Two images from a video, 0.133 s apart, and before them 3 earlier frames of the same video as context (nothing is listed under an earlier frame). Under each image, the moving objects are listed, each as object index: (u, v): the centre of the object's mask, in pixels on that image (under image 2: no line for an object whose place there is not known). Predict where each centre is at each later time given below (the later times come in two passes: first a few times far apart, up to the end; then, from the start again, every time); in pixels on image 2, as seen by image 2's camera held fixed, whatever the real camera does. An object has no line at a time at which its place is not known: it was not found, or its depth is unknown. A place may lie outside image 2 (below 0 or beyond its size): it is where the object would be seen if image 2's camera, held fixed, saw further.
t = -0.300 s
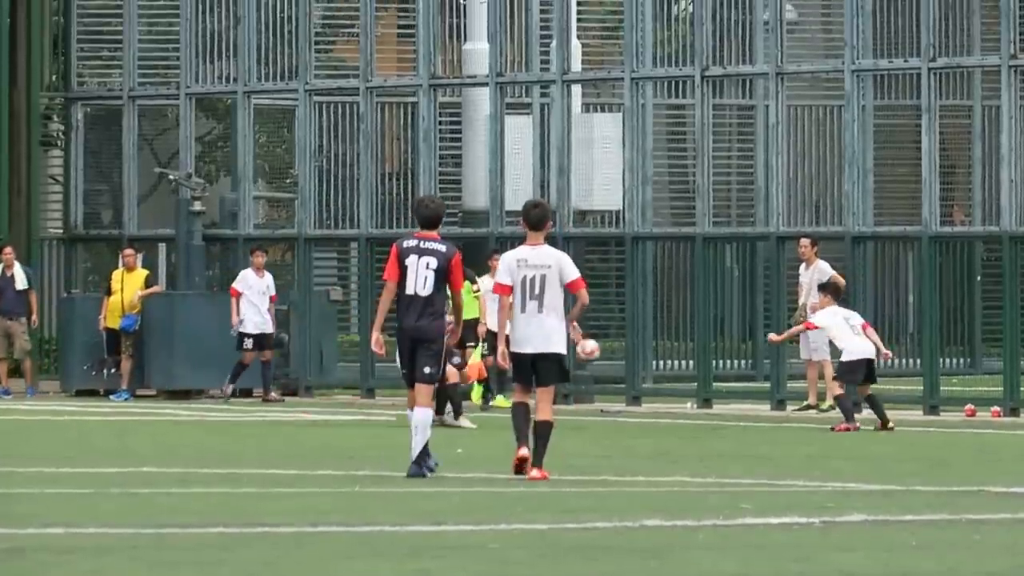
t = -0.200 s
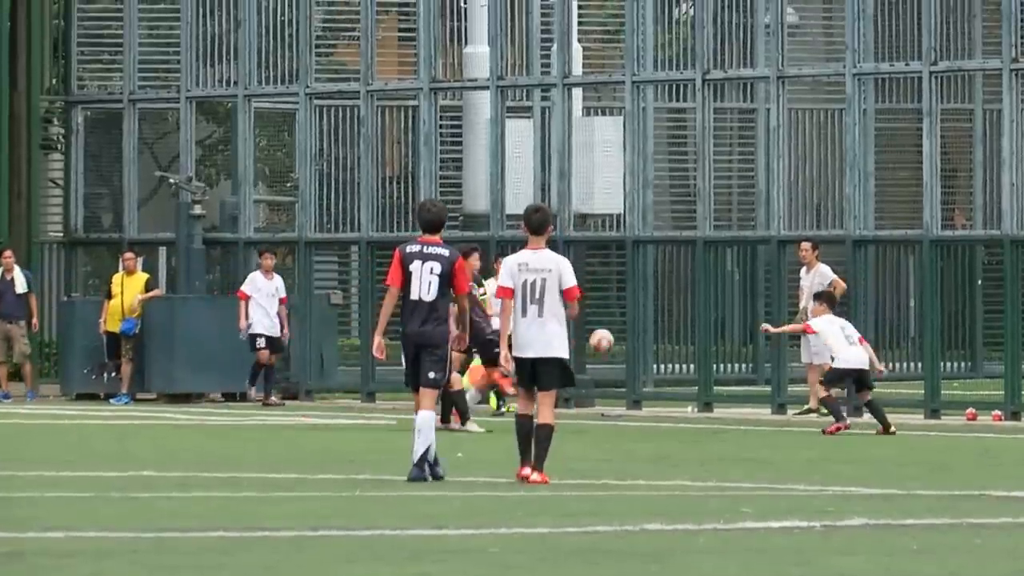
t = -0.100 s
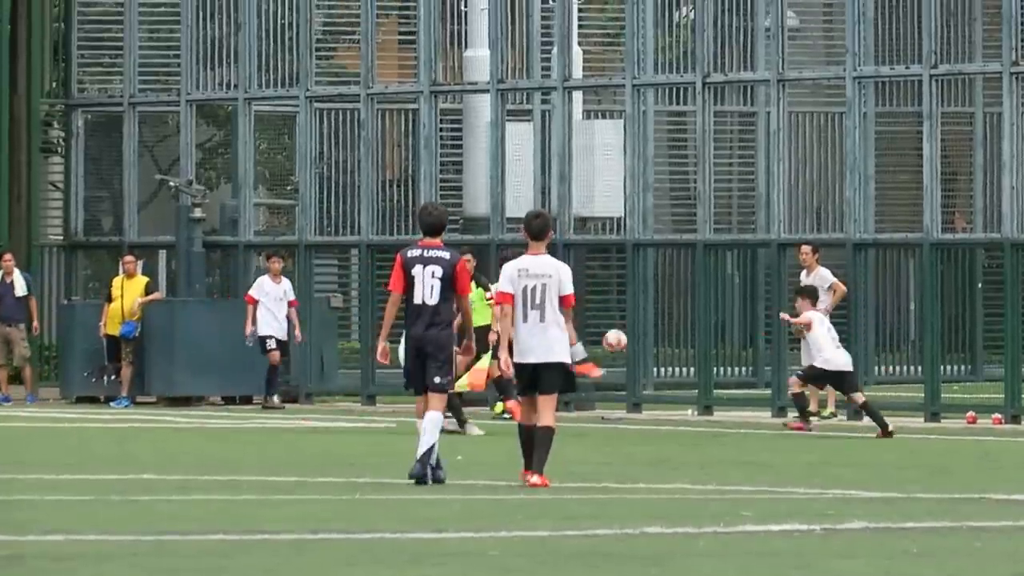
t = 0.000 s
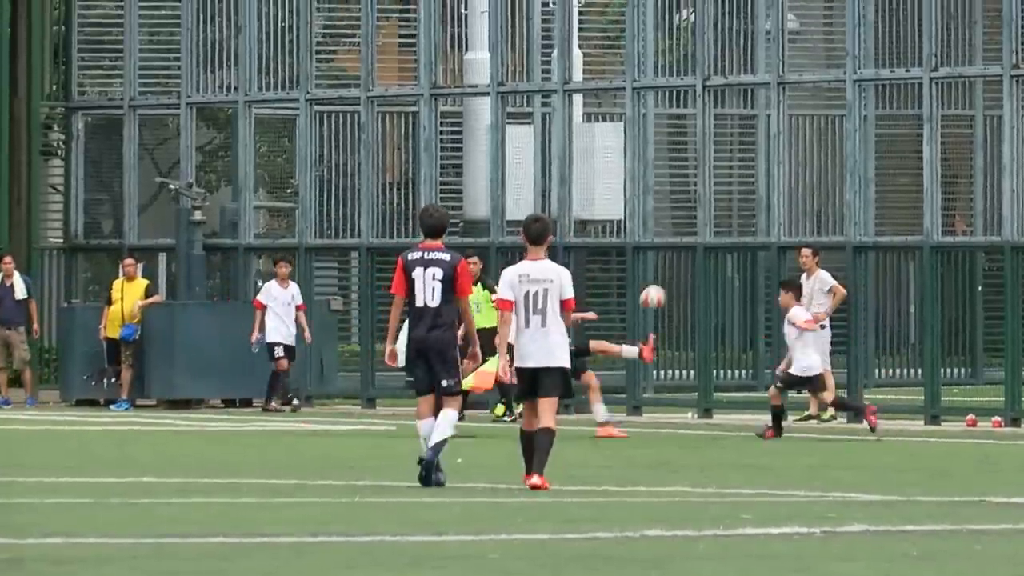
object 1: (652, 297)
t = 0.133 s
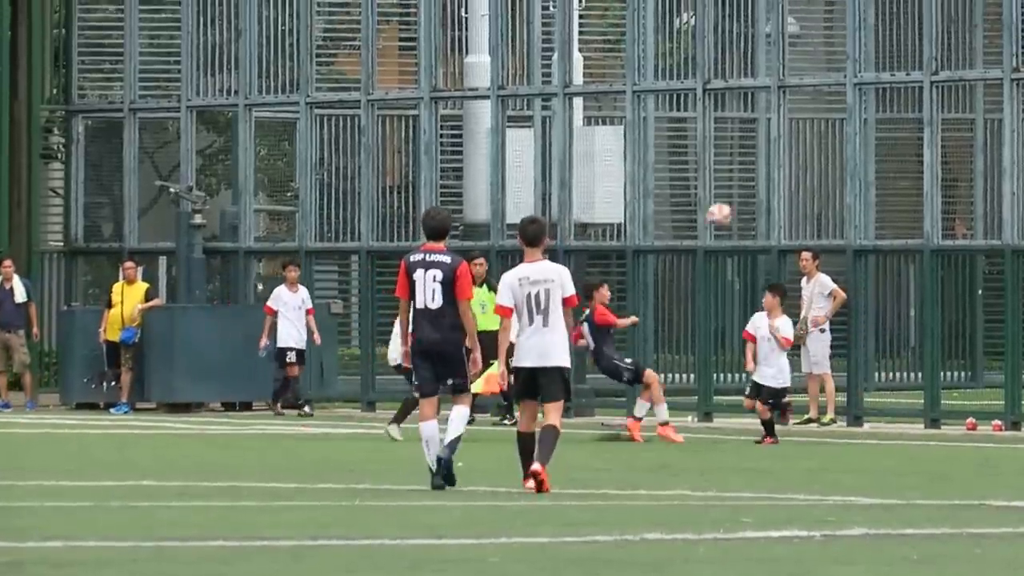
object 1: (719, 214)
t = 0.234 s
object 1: (767, 163)
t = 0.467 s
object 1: (883, 83)
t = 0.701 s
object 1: (1003, 66)
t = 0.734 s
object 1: (1020, 70)
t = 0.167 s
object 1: (735, 195)
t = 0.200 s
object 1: (752, 178)
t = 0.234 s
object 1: (767, 163)
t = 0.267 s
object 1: (784, 147)
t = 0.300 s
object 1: (800, 133)
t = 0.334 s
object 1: (818, 121)
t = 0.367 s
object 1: (834, 110)
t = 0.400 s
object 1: (851, 99)
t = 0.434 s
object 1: (867, 91)
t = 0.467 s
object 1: (883, 83)
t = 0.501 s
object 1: (900, 77)
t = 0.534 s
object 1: (917, 72)
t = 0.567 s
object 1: (934, 69)
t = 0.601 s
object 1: (950, 66)
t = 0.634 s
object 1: (968, 66)
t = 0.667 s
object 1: (985, 66)
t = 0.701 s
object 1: (1003, 66)
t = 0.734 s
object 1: (1020, 70)
